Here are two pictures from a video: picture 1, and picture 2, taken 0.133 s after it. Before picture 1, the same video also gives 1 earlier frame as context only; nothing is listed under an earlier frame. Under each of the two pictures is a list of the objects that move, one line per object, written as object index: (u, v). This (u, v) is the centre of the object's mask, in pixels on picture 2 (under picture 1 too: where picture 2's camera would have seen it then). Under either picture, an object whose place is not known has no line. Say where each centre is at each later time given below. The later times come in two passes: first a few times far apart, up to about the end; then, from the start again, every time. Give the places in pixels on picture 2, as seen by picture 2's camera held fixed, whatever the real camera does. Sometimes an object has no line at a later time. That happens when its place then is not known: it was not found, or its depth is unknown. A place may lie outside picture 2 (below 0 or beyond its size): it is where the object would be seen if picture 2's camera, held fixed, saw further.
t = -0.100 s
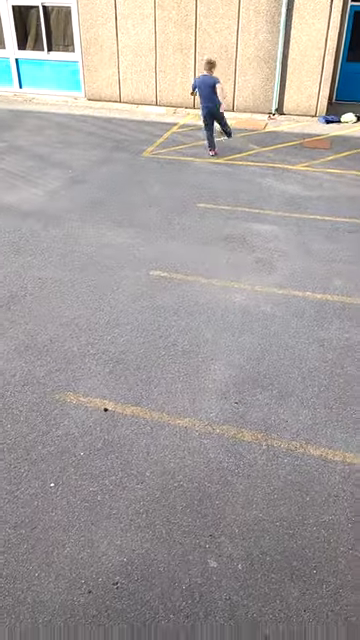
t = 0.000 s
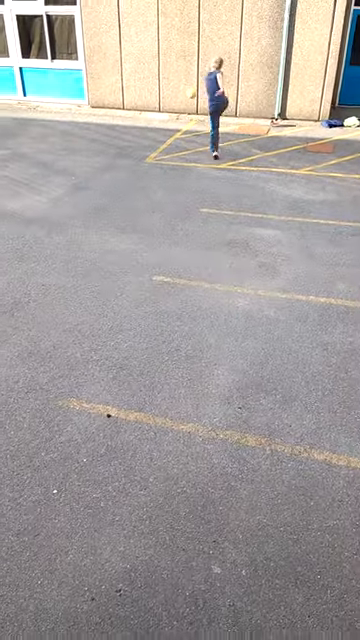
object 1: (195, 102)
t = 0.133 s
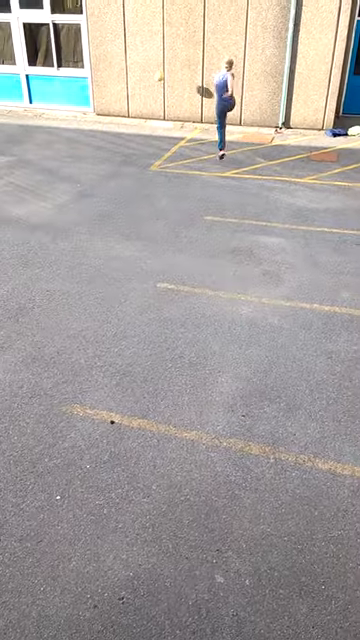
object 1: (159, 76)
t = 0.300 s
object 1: (99, 77)
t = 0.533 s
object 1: (4, 106)
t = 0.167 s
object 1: (148, 74)
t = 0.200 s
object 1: (137, 73)
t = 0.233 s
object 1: (125, 74)
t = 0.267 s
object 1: (112, 76)
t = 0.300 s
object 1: (99, 77)
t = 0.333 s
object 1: (86, 80)
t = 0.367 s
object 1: (71, 81)
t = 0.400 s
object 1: (58, 84)
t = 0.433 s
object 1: (44, 88)
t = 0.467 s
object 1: (28, 94)
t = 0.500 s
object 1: (13, 99)
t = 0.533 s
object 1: (4, 106)
